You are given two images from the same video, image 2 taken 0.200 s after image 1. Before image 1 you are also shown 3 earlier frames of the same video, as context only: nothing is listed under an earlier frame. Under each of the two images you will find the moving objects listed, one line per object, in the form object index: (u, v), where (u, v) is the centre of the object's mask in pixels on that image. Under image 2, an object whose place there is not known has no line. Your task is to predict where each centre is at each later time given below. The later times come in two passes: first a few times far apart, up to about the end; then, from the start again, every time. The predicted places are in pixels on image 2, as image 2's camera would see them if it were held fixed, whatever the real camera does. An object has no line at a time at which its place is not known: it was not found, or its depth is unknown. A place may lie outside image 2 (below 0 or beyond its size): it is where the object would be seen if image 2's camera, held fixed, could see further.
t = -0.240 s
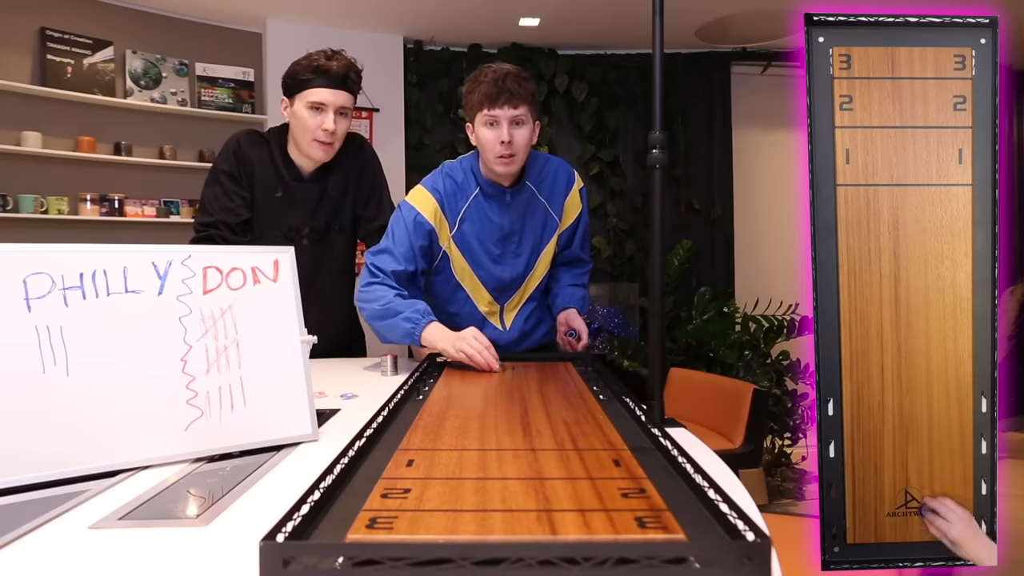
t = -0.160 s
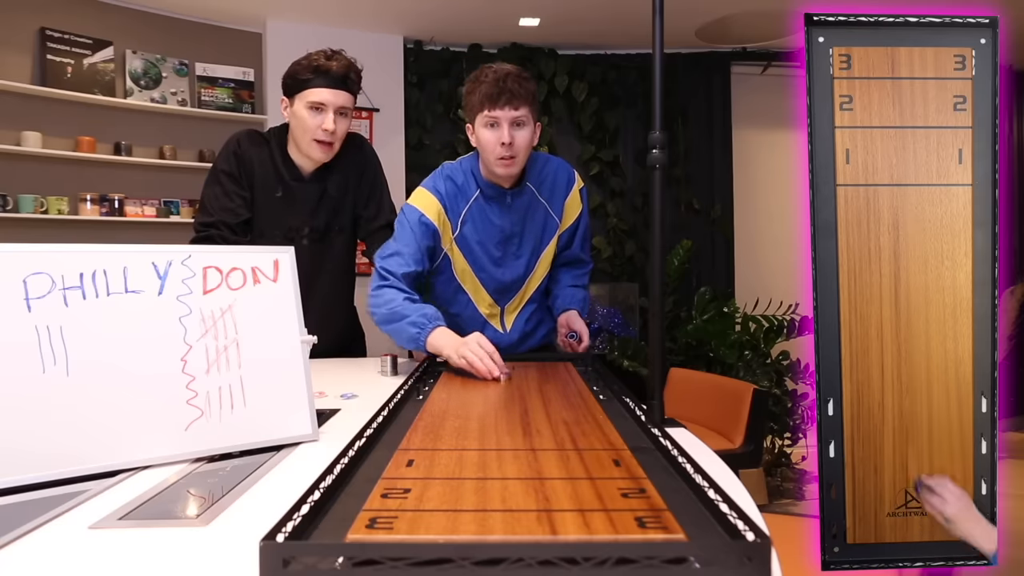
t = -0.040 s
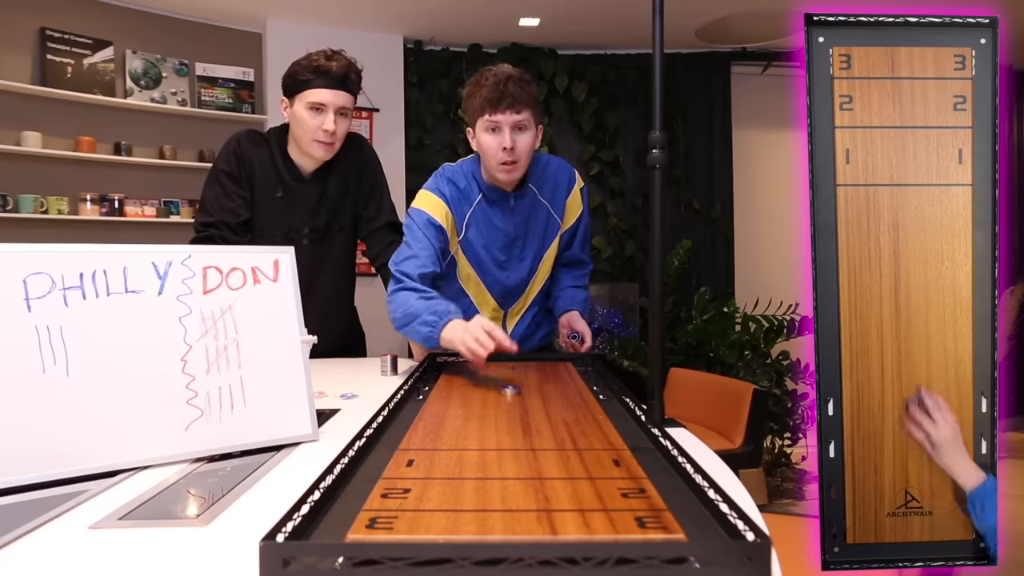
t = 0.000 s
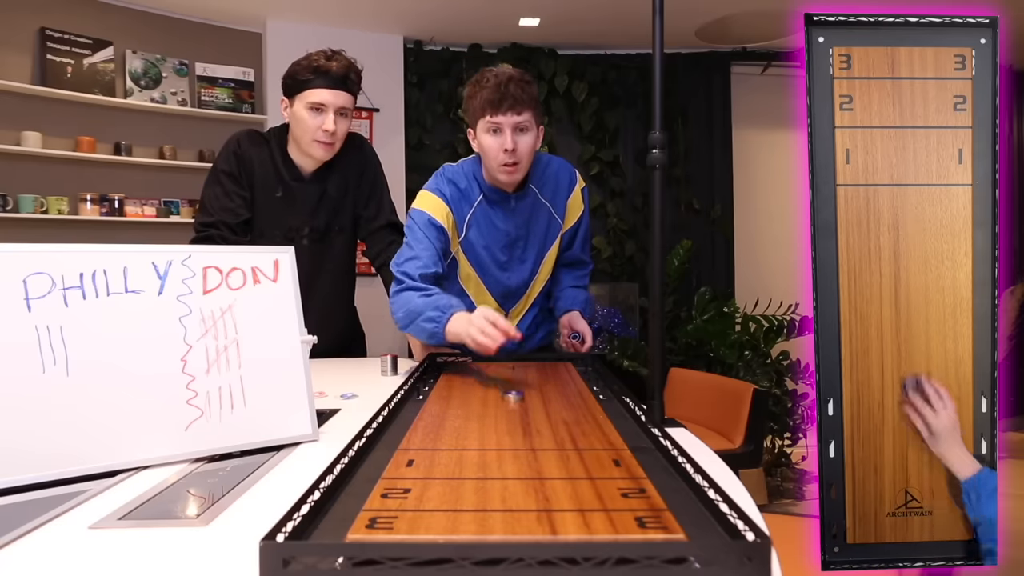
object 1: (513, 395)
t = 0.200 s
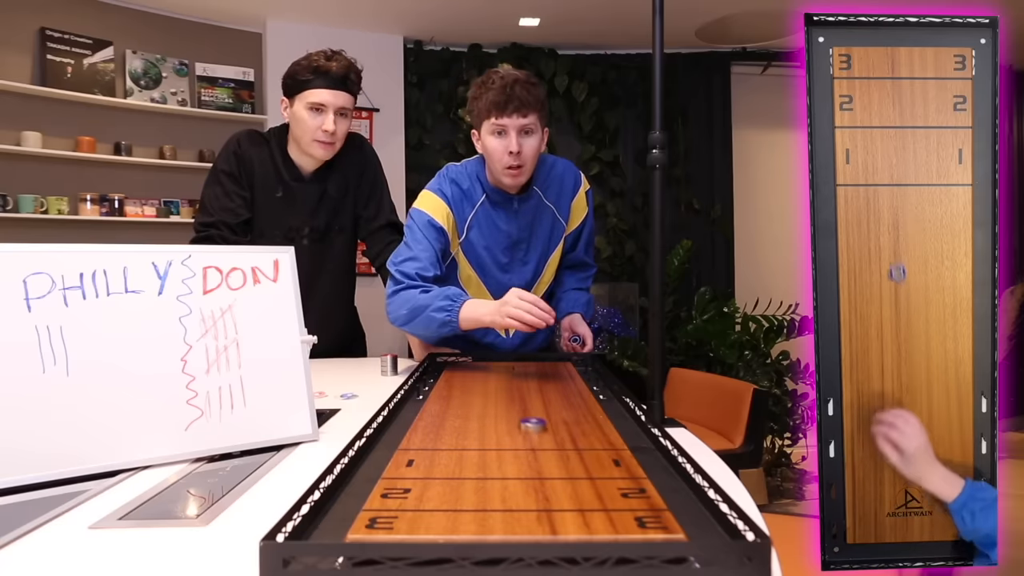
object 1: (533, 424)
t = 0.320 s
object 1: (548, 442)
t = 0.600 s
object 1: (583, 475)
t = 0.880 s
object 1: (595, 483)
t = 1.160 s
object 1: (595, 483)
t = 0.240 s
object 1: (538, 430)
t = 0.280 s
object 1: (543, 436)
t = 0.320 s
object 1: (548, 442)
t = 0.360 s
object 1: (553, 448)
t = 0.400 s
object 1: (558, 453)
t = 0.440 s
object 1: (564, 458)
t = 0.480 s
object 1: (568, 463)
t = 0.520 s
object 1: (573, 469)
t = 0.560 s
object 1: (578, 472)
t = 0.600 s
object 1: (583, 475)
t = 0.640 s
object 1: (587, 478)
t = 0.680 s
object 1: (590, 480)
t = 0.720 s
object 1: (592, 482)
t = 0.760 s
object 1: (594, 483)
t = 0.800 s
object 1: (595, 483)
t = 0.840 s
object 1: (595, 483)
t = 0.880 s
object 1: (595, 483)
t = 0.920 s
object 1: (595, 483)
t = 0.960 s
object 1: (595, 483)
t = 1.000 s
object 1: (595, 483)
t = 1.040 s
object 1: (595, 483)
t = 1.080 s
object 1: (595, 483)
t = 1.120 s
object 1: (595, 483)
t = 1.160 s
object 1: (595, 483)
